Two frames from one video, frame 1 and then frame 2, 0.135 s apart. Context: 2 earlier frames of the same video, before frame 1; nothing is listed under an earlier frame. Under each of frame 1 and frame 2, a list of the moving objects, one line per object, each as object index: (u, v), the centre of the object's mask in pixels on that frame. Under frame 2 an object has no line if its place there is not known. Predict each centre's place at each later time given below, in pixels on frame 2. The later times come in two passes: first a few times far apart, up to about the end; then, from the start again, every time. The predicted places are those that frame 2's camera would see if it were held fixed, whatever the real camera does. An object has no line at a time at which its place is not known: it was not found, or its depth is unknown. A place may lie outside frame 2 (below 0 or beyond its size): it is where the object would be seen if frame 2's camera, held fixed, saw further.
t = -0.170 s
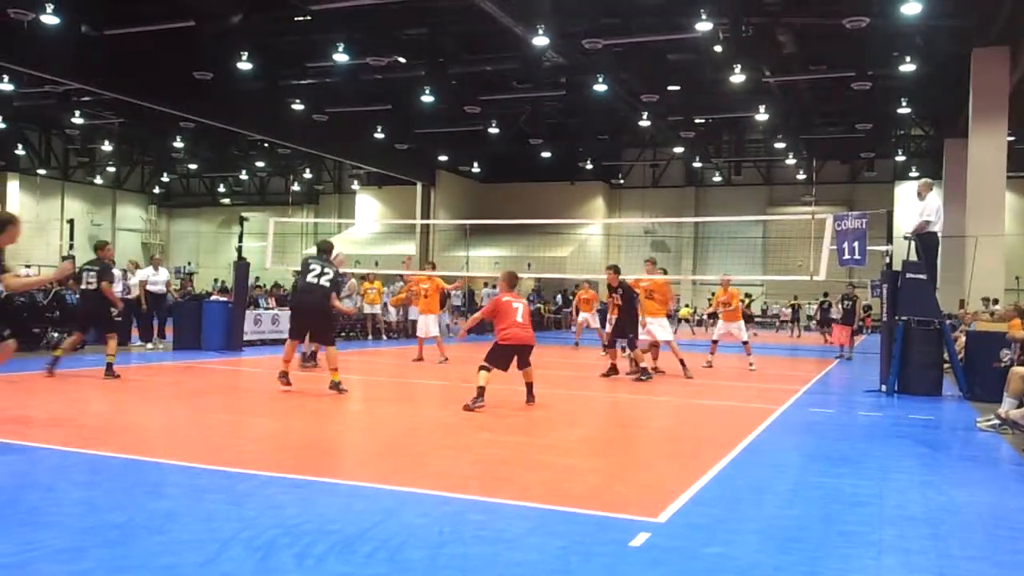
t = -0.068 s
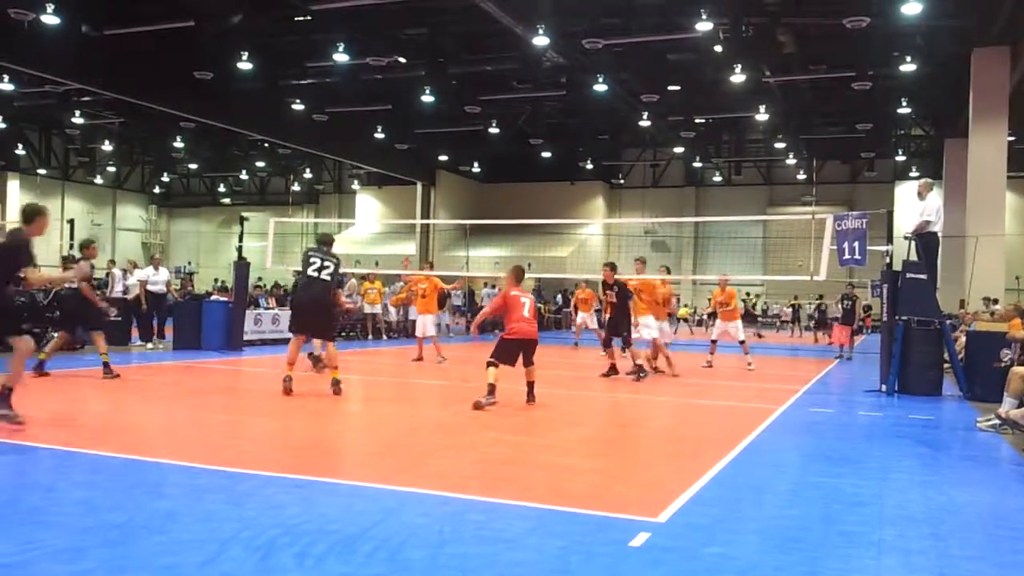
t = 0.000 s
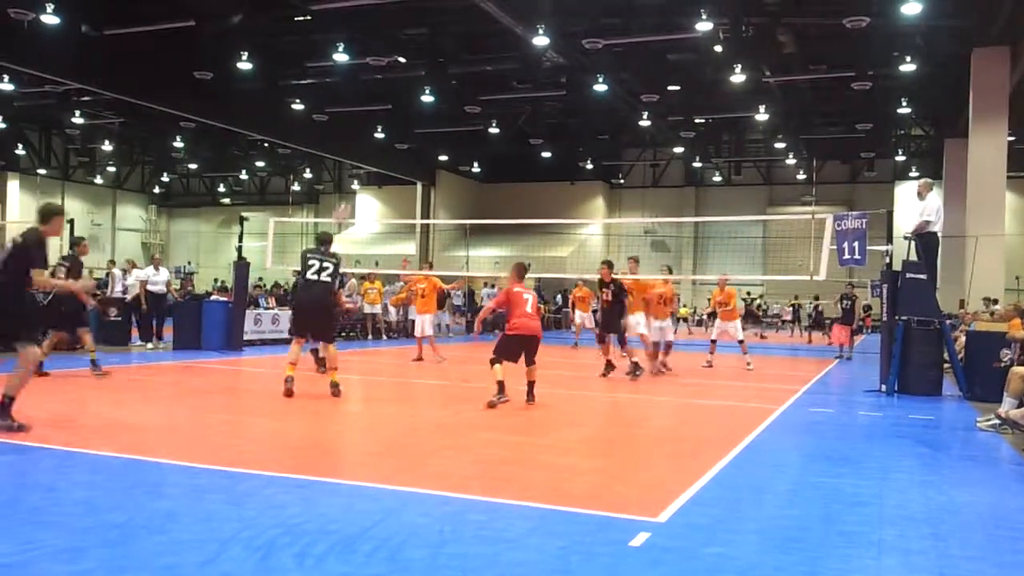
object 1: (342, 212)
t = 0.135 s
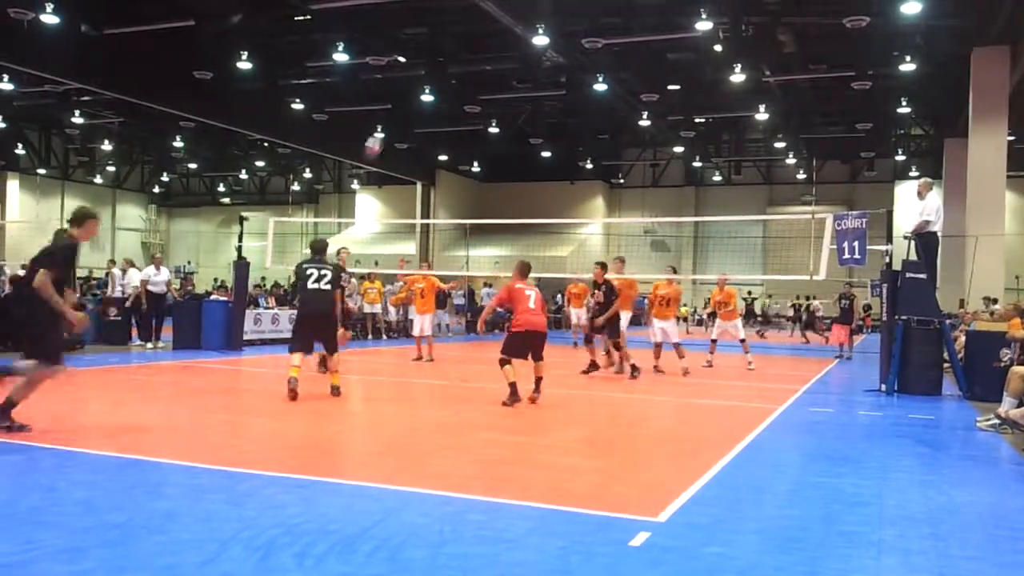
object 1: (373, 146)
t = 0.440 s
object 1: (430, 60)
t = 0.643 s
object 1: (463, 42)
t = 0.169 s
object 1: (380, 133)
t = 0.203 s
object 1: (387, 119)
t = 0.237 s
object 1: (394, 108)
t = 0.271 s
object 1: (400, 97)
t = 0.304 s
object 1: (406, 88)
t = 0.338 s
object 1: (412, 79)
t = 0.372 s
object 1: (419, 71)
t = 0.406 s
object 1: (425, 65)
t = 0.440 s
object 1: (430, 60)
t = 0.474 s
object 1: (436, 54)
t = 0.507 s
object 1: (441, 50)
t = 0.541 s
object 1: (447, 46)
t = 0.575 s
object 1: (452, 45)
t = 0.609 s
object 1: (458, 42)
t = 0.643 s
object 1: (463, 42)
